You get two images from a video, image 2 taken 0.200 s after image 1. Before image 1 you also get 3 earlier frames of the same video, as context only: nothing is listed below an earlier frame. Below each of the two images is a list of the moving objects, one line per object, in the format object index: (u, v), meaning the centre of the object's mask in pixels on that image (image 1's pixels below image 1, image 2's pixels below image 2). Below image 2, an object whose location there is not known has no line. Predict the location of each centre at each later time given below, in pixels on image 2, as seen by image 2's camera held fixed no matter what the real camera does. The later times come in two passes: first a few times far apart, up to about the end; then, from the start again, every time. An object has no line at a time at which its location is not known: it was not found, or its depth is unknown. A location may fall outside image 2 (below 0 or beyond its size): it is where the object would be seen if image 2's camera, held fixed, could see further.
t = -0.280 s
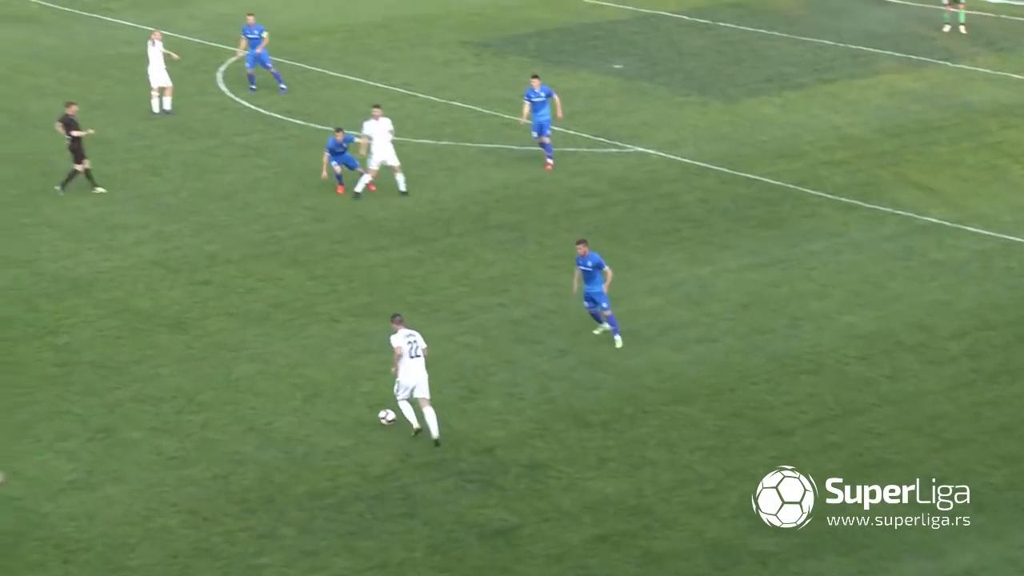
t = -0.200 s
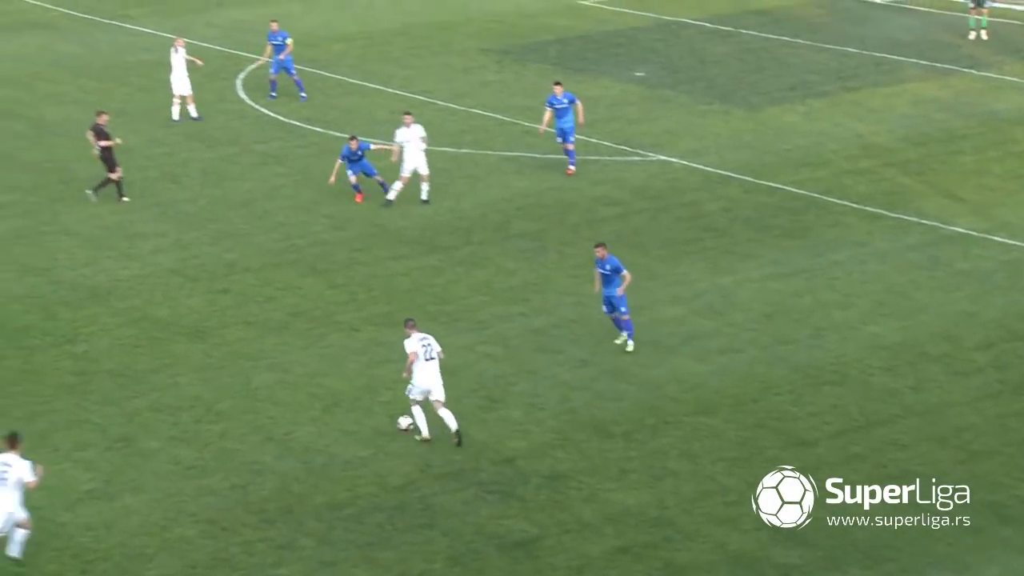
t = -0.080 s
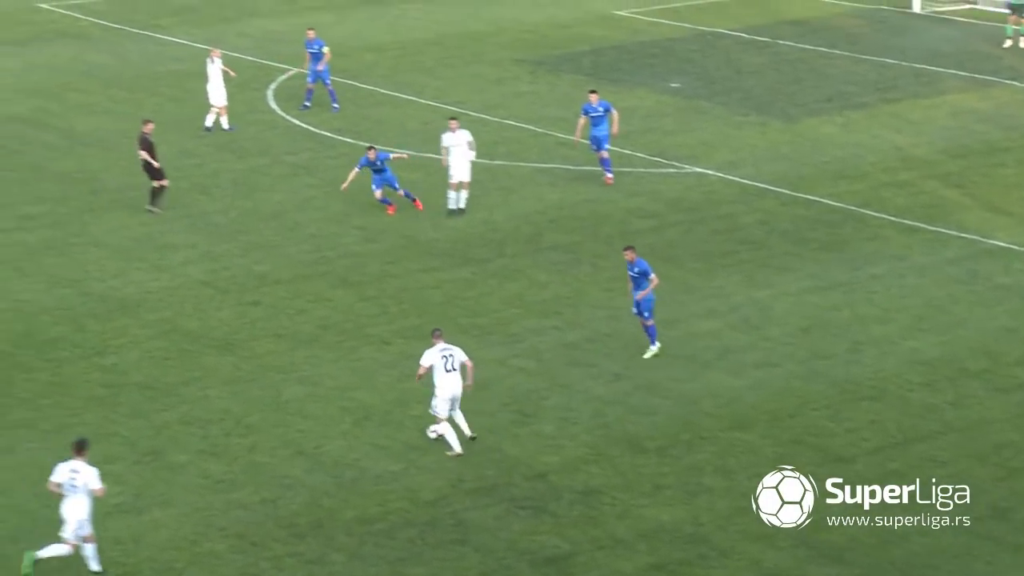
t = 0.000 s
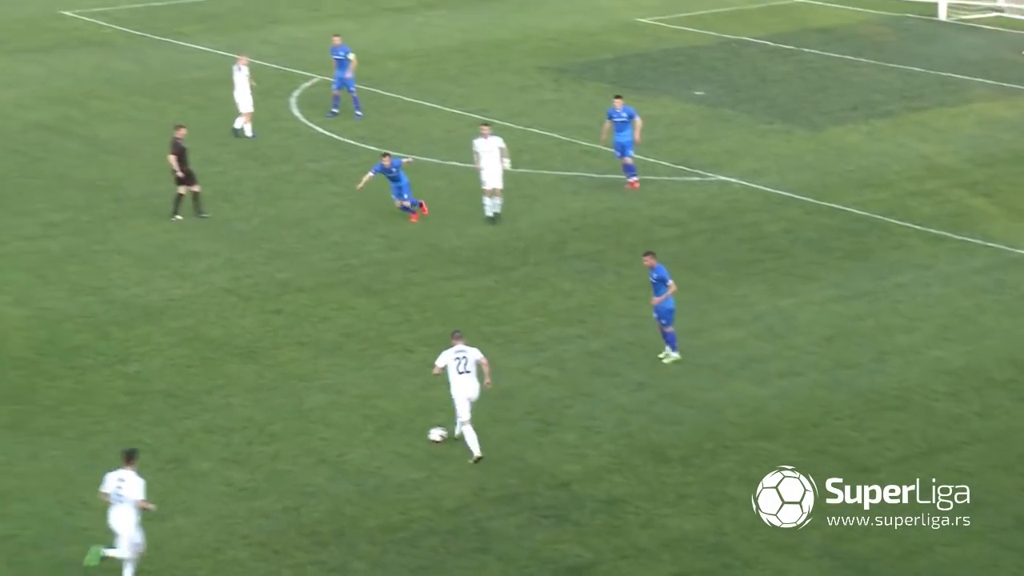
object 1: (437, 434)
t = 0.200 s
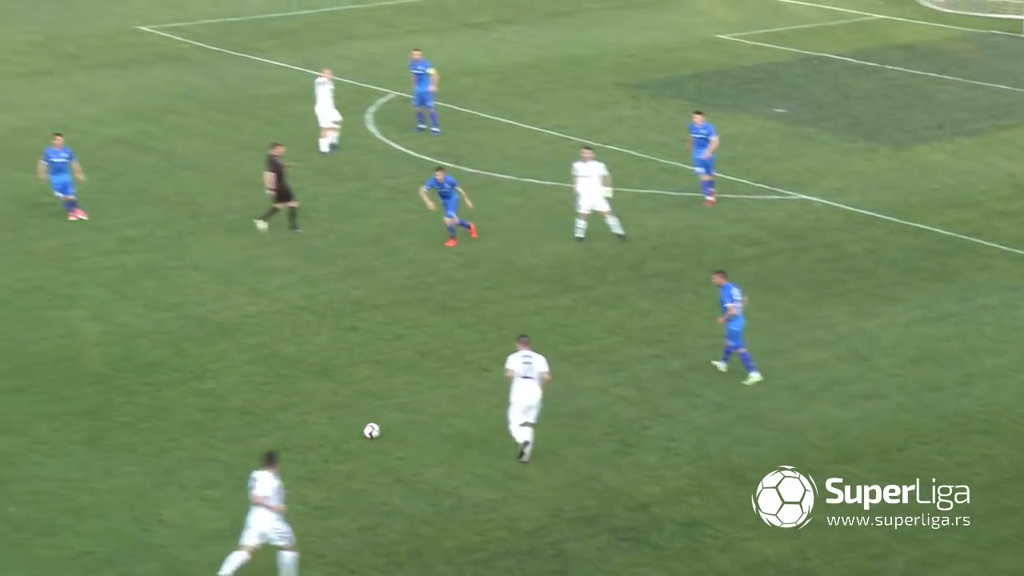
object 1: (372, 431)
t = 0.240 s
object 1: (347, 425)
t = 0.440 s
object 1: (234, 406)
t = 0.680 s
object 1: (124, 390)
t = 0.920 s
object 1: (33, 377)
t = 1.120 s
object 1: (-36, 369)
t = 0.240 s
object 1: (347, 425)
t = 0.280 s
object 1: (323, 421)
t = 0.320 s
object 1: (300, 418)
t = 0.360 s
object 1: (277, 414)
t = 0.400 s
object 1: (256, 410)
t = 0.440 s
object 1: (234, 406)
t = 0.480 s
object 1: (215, 404)
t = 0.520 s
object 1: (195, 401)
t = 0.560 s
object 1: (176, 397)
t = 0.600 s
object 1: (157, 395)
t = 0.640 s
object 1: (140, 393)
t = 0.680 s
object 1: (124, 390)
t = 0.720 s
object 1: (108, 387)
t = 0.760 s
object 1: (92, 386)
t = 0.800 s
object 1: (77, 383)
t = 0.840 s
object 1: (62, 381)
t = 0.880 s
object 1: (47, 379)
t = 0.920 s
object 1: (33, 377)
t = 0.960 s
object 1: (19, 376)
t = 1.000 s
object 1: (5, 373)
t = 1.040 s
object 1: (-9, 371)
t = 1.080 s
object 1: (-23, 370)
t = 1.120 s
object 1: (-36, 369)
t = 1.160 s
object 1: (-49, 367)
